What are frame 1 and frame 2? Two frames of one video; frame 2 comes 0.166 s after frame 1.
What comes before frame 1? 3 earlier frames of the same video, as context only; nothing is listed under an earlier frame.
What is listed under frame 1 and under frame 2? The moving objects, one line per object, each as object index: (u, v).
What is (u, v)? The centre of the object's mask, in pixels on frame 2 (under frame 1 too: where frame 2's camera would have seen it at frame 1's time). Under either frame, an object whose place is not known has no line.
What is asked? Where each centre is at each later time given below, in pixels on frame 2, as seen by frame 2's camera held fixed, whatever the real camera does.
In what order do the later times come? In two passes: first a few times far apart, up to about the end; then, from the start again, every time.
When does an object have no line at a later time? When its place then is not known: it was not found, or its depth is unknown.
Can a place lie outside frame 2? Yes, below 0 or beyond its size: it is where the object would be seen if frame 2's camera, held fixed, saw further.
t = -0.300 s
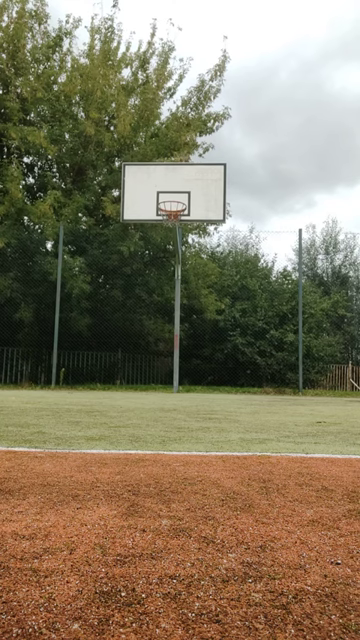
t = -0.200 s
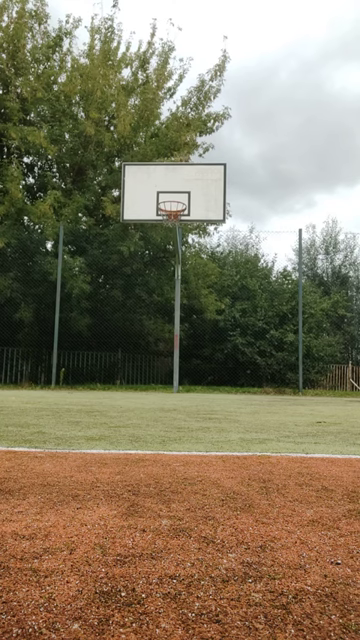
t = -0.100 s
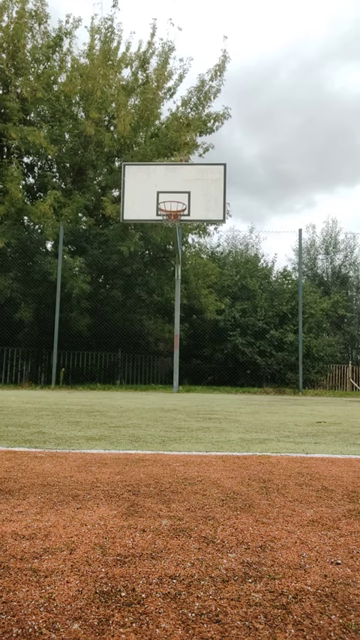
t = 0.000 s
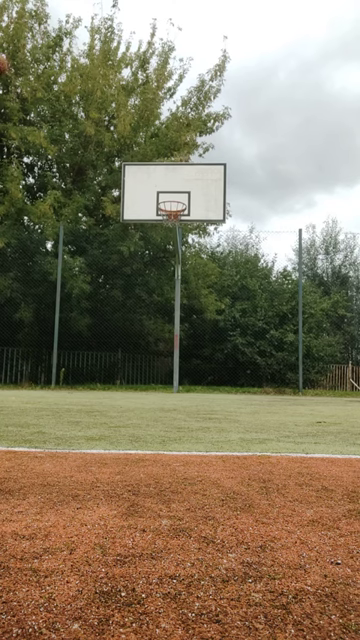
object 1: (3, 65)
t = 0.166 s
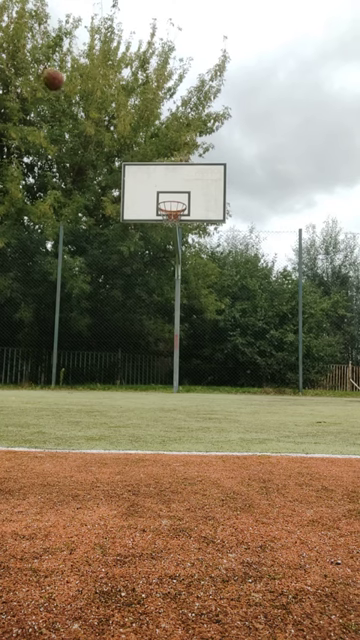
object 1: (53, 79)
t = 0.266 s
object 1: (79, 94)
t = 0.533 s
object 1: (130, 156)
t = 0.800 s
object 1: (142, 203)
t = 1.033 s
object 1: (84, 206)
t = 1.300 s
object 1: (13, 250)
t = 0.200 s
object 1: (62, 83)
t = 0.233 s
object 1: (71, 88)
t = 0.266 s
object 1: (79, 94)
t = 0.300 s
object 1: (87, 101)
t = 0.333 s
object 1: (94, 108)
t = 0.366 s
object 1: (101, 115)
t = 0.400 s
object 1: (107, 123)
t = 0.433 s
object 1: (113, 130)
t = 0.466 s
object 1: (119, 139)
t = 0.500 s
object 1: (124, 147)
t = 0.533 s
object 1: (130, 156)
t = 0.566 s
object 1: (135, 165)
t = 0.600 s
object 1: (140, 175)
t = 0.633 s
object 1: (145, 184)
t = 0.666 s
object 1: (149, 194)
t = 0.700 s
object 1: (153, 203)
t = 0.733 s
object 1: (154, 207)
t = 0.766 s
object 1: (150, 205)
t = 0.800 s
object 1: (142, 203)
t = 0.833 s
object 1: (133, 202)
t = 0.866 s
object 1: (125, 201)
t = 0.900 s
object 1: (117, 200)
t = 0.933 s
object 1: (109, 200)
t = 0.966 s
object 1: (100, 202)
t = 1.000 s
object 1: (92, 203)
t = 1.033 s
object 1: (84, 206)
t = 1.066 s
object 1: (75, 209)
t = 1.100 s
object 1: (66, 213)
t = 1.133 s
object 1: (58, 217)
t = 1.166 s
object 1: (49, 223)
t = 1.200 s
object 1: (40, 228)
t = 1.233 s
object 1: (32, 235)
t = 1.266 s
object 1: (23, 243)
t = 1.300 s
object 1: (13, 250)
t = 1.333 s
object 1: (6, 259)
